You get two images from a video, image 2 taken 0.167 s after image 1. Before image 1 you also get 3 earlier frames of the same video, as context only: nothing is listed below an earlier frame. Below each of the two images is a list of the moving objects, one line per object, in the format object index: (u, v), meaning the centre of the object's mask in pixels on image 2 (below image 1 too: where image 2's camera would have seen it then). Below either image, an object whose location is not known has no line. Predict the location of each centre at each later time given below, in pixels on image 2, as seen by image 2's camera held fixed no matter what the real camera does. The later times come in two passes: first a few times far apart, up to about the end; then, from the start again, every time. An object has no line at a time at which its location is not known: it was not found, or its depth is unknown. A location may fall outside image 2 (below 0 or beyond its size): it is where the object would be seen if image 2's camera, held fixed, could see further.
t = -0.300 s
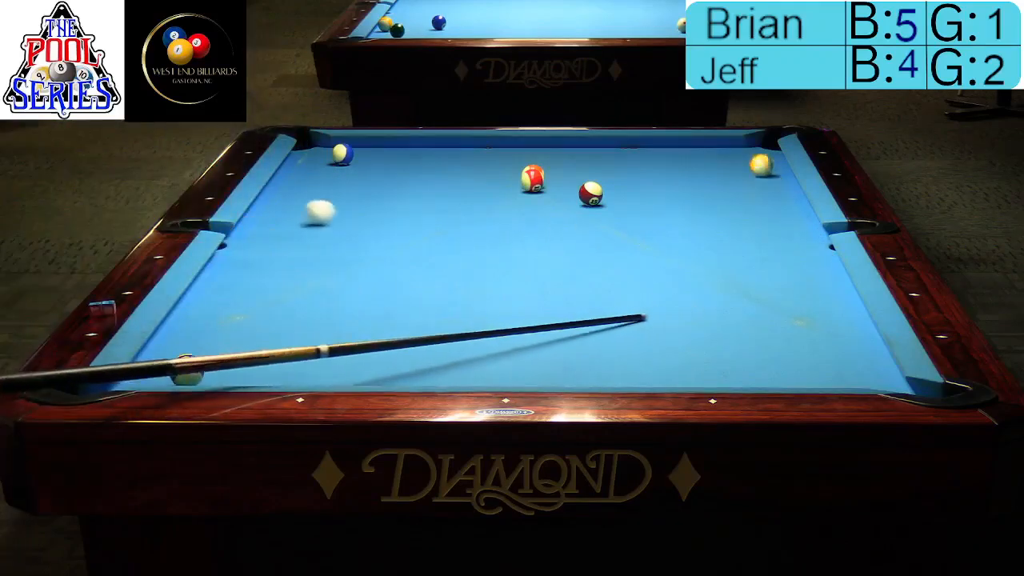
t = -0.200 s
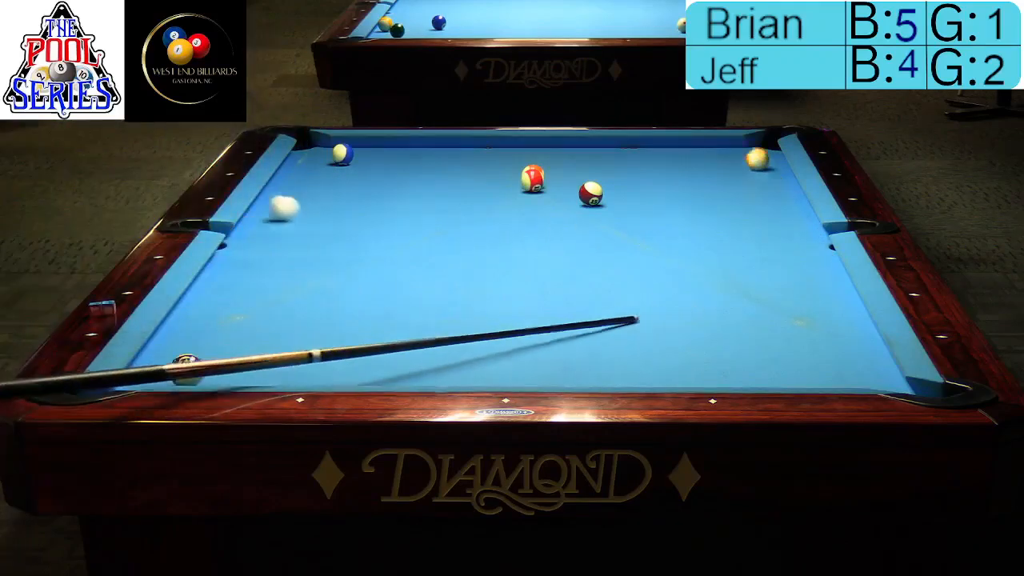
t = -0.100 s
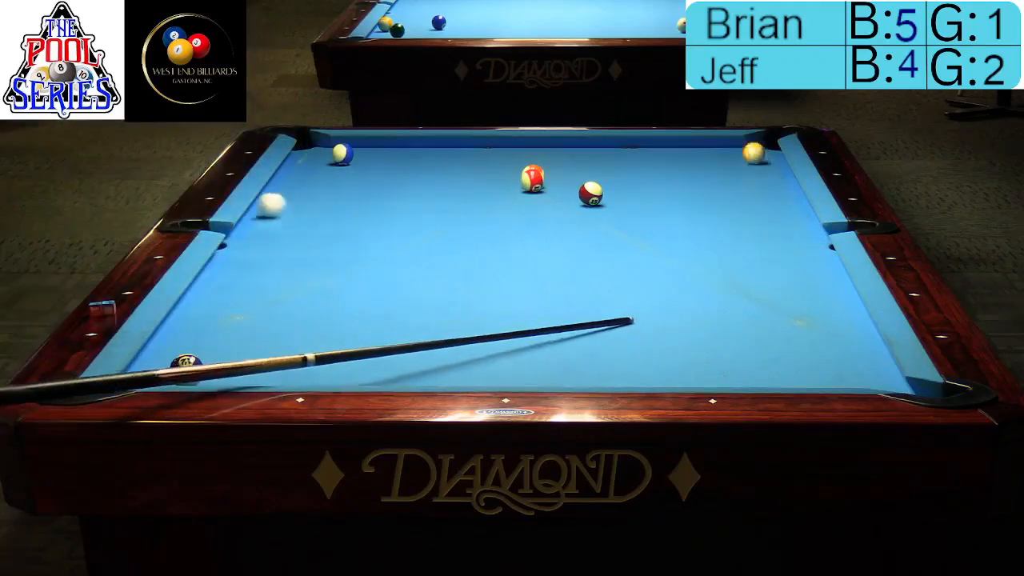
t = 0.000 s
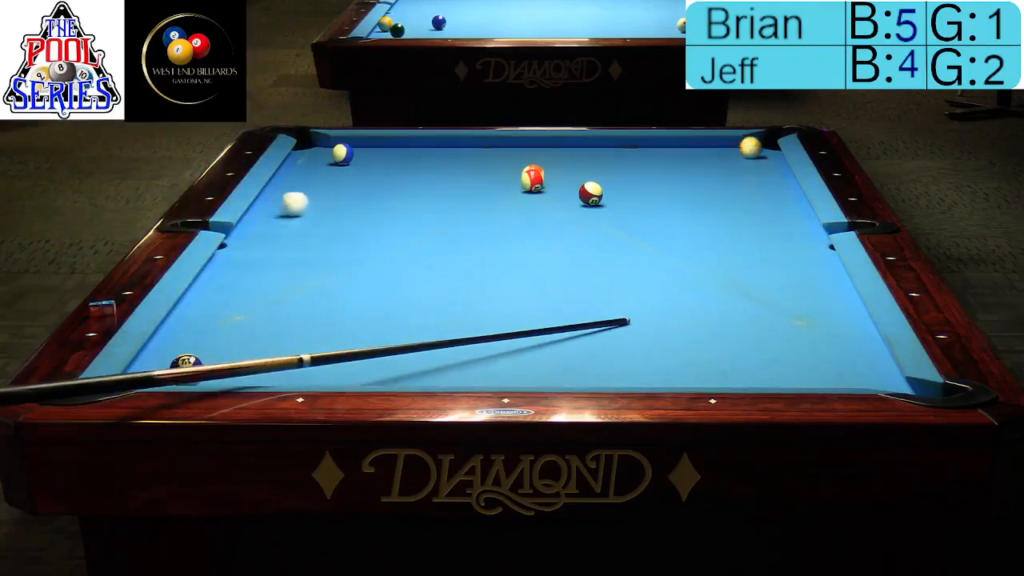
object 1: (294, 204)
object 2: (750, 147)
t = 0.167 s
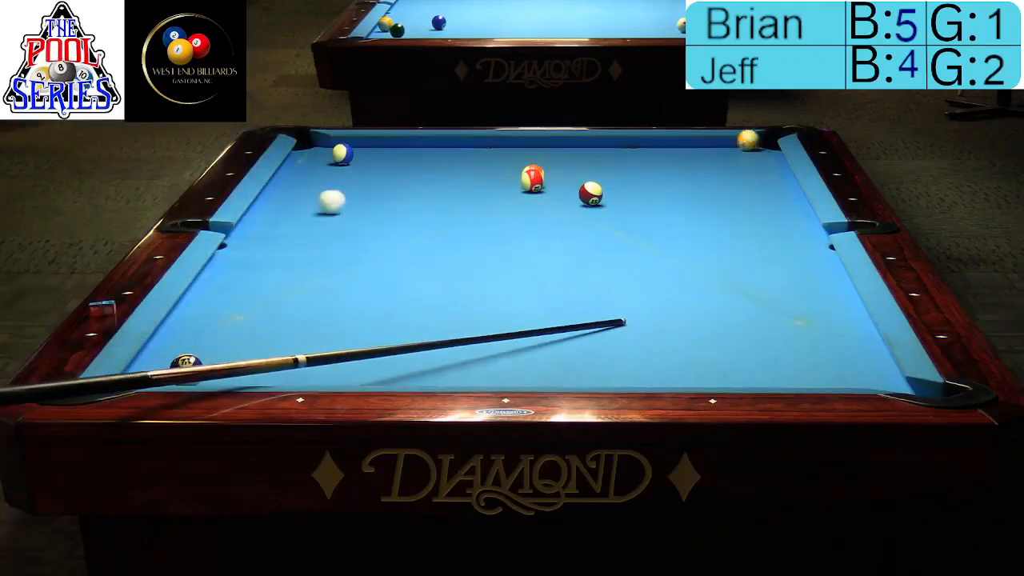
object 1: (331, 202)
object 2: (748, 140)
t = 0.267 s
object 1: (353, 201)
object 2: (758, 142)
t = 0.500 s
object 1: (401, 198)
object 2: (762, 146)
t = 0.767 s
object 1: (453, 195)
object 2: (752, 150)
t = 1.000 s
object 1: (496, 193)
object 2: (743, 153)
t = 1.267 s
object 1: (542, 191)
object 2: (733, 156)
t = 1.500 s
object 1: (576, 187)
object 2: (726, 158)
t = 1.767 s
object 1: (620, 186)
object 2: (720, 160)
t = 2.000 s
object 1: (652, 185)
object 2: (714, 162)
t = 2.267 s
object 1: (686, 183)
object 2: (709, 164)
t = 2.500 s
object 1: (714, 181)
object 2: (705, 164)
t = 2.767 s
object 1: (743, 179)
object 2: (703, 166)
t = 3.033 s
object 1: (769, 178)
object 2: (702, 167)
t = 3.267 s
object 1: (779, 177)
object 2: (701, 167)
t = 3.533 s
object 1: (765, 177)
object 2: (701, 167)
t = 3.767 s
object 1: (754, 176)
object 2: (701, 167)
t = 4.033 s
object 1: (745, 176)
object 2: (701, 167)
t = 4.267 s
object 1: (740, 176)
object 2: (701, 167)
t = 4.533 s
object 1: (735, 176)
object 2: (701, 167)
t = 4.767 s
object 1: (734, 175)
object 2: (701, 167)
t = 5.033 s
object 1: (734, 175)
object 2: (701, 167)
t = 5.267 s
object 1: (734, 176)
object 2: (701, 167)
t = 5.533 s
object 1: (734, 176)
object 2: (701, 167)
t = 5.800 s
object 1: (735, 176)
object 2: (701, 167)
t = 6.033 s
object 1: (734, 176)
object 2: (701, 167)
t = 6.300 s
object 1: (734, 176)
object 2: (701, 167)
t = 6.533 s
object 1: (734, 176)
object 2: (701, 167)
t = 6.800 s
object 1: (734, 176)
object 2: (701, 167)
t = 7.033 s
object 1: (734, 176)
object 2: (701, 167)
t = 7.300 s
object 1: (734, 176)
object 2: (701, 167)
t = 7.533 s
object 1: (734, 176)
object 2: (701, 167)
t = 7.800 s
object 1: (734, 176)
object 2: (701, 167)
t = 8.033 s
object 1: (734, 176)
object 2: (701, 167)
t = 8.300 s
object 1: (734, 176)
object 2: (701, 167)
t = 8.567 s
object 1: (734, 176)
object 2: (701, 167)
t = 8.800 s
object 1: (734, 176)
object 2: (701, 167)
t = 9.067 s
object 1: (734, 176)
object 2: (701, 167)
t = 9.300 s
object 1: (734, 176)
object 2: (701, 167)
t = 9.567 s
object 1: (734, 176)
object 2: (701, 167)
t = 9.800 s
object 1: (734, 176)
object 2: (701, 167)
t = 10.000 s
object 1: (734, 176)
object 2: (701, 167)
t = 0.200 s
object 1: (339, 201)
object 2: (752, 141)
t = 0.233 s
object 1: (346, 201)
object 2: (755, 141)
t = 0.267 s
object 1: (353, 201)
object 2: (758, 142)
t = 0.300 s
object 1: (360, 200)
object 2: (761, 143)
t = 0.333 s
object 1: (367, 200)
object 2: (764, 144)
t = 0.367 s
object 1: (374, 200)
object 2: (766, 145)
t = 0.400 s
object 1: (381, 199)
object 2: (766, 145)
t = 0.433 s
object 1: (388, 199)
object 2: (764, 146)
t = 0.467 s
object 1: (394, 199)
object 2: (763, 146)
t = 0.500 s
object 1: (401, 198)
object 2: (762, 146)
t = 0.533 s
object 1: (408, 198)
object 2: (760, 147)
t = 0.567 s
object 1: (415, 197)
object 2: (759, 147)
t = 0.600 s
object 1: (421, 197)
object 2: (758, 148)
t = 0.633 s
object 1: (427, 197)
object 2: (757, 148)
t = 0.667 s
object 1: (434, 196)
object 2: (755, 149)
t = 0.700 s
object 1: (441, 196)
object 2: (754, 149)
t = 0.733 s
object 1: (447, 196)
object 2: (753, 150)
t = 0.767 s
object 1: (453, 195)
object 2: (752, 150)
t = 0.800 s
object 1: (460, 195)
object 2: (750, 150)
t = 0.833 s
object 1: (466, 195)
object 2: (749, 151)
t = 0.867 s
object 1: (472, 195)
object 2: (747, 151)
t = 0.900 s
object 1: (478, 194)
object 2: (746, 151)
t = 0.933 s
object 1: (484, 194)
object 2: (745, 152)
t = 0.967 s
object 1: (490, 193)
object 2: (744, 152)
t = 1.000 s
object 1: (496, 193)
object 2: (743, 153)
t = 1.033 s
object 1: (502, 193)
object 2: (742, 153)
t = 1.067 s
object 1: (507, 192)
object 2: (741, 154)
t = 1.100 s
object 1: (514, 192)
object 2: (739, 154)
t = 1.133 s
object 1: (519, 192)
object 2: (738, 154)
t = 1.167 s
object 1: (525, 192)
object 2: (737, 154)
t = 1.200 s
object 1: (531, 191)
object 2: (736, 155)
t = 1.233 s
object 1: (537, 191)
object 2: (734, 155)
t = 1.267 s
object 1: (542, 191)
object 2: (733, 156)
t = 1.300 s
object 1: (548, 190)
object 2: (732, 156)
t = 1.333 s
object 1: (554, 190)
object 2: (731, 156)
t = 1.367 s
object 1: (559, 190)
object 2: (731, 157)
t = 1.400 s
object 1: (564, 190)
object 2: (729, 157)
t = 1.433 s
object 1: (568, 189)
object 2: (728, 157)
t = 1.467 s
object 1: (572, 188)
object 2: (727, 158)
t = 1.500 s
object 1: (576, 187)
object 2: (726, 158)
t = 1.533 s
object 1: (580, 184)
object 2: (725, 158)
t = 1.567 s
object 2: (725, 158)
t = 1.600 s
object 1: (599, 182)
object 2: (723, 159)
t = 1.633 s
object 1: (604, 185)
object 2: (723, 159)
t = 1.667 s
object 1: (607, 186)
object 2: (722, 159)
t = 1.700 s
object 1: (611, 187)
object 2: (721, 160)
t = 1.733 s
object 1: (615, 186)
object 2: (720, 160)
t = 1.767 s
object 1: (620, 186)
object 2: (720, 160)
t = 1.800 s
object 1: (624, 186)
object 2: (719, 161)
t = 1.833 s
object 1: (629, 186)
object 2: (718, 161)
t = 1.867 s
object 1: (634, 185)
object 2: (717, 161)
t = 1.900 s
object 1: (639, 185)
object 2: (716, 161)
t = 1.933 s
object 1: (643, 185)
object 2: (716, 162)
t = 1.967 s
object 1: (647, 185)
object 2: (715, 162)
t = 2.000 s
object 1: (652, 185)
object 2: (714, 162)
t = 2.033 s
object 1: (656, 184)
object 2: (714, 162)
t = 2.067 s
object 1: (660, 184)
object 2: (713, 163)
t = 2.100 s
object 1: (665, 184)
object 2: (712, 163)
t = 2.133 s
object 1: (669, 184)
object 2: (712, 163)
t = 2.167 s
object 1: (673, 183)
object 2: (711, 163)
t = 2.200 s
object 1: (678, 183)
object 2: (711, 163)
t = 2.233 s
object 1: (682, 183)
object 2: (710, 164)
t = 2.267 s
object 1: (686, 183)
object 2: (709, 164)
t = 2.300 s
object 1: (690, 183)
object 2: (709, 164)
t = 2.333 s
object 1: (694, 182)
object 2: (709, 164)
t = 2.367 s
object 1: (698, 182)
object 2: (708, 164)
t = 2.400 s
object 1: (702, 182)
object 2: (707, 163)
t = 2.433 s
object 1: (706, 181)
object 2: (706, 163)
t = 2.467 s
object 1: (710, 181)
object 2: (706, 163)
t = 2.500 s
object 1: (714, 181)
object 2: (705, 164)
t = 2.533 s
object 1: (718, 181)
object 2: (705, 164)
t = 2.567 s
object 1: (722, 180)
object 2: (705, 165)
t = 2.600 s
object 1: (725, 181)
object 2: (704, 166)
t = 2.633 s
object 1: (729, 180)
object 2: (704, 166)
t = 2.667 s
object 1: (732, 180)
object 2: (704, 166)
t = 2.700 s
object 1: (736, 180)
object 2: (703, 166)
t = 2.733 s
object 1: (739, 180)
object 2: (703, 166)
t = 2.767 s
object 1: (743, 179)
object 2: (703, 166)
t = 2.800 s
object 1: (747, 179)
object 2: (703, 166)
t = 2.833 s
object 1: (750, 179)
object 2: (703, 166)
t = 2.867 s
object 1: (753, 179)
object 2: (703, 167)
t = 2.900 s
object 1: (756, 179)
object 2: (702, 167)
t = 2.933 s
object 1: (760, 179)
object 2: (702, 167)
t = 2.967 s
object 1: (763, 179)
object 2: (702, 167)
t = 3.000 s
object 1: (766, 178)
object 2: (702, 167)
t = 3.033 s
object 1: (769, 178)
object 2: (702, 167)
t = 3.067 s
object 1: (772, 178)
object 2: (702, 167)
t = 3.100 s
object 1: (775, 178)
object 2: (701, 167)
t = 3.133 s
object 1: (778, 178)
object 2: (701, 167)
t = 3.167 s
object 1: (781, 177)
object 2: (701, 167)
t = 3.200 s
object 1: (783, 177)
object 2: (701, 167)
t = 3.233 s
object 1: (781, 177)
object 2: (701, 167)
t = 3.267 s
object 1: (779, 177)
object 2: (701, 167)
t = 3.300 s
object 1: (777, 177)
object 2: (701, 167)
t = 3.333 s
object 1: (775, 177)
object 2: (701, 167)
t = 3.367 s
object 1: (773, 177)
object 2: (701, 167)
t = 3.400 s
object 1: (772, 177)
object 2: (701, 167)
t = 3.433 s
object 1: (770, 177)
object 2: (701, 167)
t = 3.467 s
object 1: (768, 177)
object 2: (701, 167)
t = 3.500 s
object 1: (767, 177)
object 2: (701, 167)
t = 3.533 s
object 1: (765, 177)
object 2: (701, 167)
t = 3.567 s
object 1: (763, 176)
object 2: (701, 167)
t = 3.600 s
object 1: (762, 176)
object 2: (701, 167)
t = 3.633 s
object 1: (760, 176)
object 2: (701, 167)
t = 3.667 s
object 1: (759, 176)
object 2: (701, 167)
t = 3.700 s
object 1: (757, 176)
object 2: (701, 167)
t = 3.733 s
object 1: (756, 176)
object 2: (701, 167)
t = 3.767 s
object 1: (754, 176)
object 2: (701, 167)
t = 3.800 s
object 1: (754, 176)
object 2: (701, 167)
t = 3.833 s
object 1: (752, 176)
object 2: (701, 167)
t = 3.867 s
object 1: (751, 176)
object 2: (701, 167)
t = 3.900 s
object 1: (749, 176)
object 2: (701, 167)
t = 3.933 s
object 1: (748, 176)
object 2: (701, 167)
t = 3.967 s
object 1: (747, 176)
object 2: (701, 167)
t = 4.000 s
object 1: (746, 176)
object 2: (701, 167)
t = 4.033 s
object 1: (745, 176)
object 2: (701, 167)
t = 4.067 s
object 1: (744, 176)
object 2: (701, 167)
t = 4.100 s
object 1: (743, 176)
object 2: (701, 167)
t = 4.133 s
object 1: (743, 176)
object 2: (701, 167)
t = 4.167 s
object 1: (742, 176)
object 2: (701, 167)
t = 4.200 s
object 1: (741, 176)
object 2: (701, 167)
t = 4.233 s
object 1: (740, 176)
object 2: (701, 167)
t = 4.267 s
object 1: (740, 176)
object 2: (701, 167)
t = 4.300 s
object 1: (739, 175)
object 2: (701, 167)
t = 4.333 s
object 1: (738, 176)
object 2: (701, 167)
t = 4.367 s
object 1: (738, 176)
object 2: (701, 167)
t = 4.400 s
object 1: (737, 176)
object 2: (701, 167)
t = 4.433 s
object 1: (737, 176)
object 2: (701, 167)
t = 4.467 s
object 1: (736, 176)
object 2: (701, 167)
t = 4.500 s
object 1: (736, 175)
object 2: (701, 167)
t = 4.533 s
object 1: (735, 176)
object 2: (701, 167)
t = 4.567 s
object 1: (735, 175)
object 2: (701, 167)
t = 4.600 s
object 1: (735, 175)
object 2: (701, 167)
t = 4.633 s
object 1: (734, 175)
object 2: (701, 167)
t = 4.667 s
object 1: (734, 175)
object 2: (701, 167)
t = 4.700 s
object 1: (734, 175)
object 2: (701, 167)
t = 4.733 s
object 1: (734, 176)
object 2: (701, 167)
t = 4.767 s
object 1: (734, 175)
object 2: (701, 167)
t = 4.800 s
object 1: (734, 175)
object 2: (701, 167)
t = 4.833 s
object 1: (734, 175)
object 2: (701, 167)
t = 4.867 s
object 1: (734, 175)
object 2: (701, 167)
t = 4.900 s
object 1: (734, 175)
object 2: (701, 167)
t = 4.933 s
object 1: (734, 175)
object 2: (701, 167)
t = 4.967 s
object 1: (734, 175)
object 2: (701, 167)
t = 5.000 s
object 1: (734, 175)
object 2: (701, 167)
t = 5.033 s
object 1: (734, 175)
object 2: (701, 167)
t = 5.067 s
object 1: (734, 176)
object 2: (701, 167)
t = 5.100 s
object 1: (735, 175)
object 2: (701, 167)
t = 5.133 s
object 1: (734, 176)
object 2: (701, 167)
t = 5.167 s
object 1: (734, 176)
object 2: (701, 167)
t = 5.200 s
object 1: (734, 176)
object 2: (701, 167)
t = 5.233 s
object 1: (734, 176)
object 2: (701, 167)
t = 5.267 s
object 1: (734, 176)
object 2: (701, 167)
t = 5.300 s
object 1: (734, 176)
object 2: (701, 167)
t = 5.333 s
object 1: (734, 176)
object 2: (701, 167)
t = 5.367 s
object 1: (734, 176)
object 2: (701, 167)
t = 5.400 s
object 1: (734, 176)
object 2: (701, 167)
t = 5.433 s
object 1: (734, 176)
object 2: (701, 167)
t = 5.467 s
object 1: (734, 176)
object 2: (701, 167)
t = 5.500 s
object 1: (734, 176)
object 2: (701, 167)
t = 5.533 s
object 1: (734, 176)
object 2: (701, 167)
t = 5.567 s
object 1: (734, 176)
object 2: (701, 167)
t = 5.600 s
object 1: (734, 176)
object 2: (701, 167)
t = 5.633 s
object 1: (734, 176)
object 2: (701, 167)
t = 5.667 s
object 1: (735, 176)
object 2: (701, 167)
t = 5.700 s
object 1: (734, 176)
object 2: (701, 167)
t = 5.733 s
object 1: (734, 176)
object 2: (701, 167)
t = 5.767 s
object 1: (734, 176)
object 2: (701, 167)
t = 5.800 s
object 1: (735, 176)
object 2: (701, 167)
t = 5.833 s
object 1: (734, 176)
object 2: (701, 167)
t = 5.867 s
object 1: (735, 176)
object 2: (701, 167)
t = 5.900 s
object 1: (734, 176)
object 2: (701, 167)
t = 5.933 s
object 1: (734, 176)
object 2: (701, 167)
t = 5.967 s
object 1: (735, 176)
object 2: (701, 167)
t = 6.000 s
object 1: (735, 176)
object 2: (701, 167)
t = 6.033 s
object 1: (734, 176)
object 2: (701, 167)
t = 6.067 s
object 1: (735, 176)
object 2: (701, 167)
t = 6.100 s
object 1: (734, 176)
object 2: (701, 167)
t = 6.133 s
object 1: (734, 176)
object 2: (701, 167)
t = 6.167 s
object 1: (735, 176)
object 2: (701, 167)
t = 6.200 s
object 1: (734, 176)
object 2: (701, 167)
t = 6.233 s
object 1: (734, 176)
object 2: (701, 167)
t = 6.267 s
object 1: (734, 176)
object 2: (701, 167)
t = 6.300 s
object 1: (734, 176)
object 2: (701, 167)
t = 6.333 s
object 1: (734, 176)
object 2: (701, 167)
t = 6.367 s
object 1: (735, 176)
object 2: (701, 167)
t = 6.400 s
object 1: (734, 176)
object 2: (701, 167)
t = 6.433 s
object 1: (734, 176)
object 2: (701, 167)
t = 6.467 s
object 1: (734, 176)
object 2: (701, 167)
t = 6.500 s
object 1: (734, 176)
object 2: (701, 167)
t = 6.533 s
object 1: (734, 176)
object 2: (701, 167)
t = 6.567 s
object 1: (734, 176)
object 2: (701, 167)
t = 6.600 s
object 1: (734, 176)
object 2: (701, 167)
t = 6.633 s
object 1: (734, 176)
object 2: (701, 167)
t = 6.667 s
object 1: (734, 176)
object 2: (701, 167)
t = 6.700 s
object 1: (734, 176)
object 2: (701, 167)
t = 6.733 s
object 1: (734, 176)
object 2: (701, 167)
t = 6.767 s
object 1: (734, 176)
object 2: (701, 167)
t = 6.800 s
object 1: (734, 176)
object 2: (701, 167)
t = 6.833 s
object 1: (734, 176)
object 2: (701, 167)
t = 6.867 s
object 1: (734, 176)
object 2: (701, 167)
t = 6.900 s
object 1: (734, 176)
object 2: (701, 167)
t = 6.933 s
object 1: (734, 176)
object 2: (701, 167)
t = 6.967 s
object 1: (734, 176)
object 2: (701, 167)
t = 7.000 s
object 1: (734, 176)
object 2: (701, 167)
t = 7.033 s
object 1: (734, 176)
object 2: (701, 167)
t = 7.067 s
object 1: (734, 176)
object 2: (701, 167)
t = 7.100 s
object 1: (734, 176)
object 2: (701, 167)
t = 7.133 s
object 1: (734, 176)
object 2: (701, 167)
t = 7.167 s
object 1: (734, 176)
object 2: (701, 167)
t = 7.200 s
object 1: (734, 176)
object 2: (701, 167)
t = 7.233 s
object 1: (734, 176)
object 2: (701, 167)
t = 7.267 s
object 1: (734, 176)
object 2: (701, 167)
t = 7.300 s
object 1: (734, 176)
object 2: (701, 167)
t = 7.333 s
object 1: (734, 176)
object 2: (701, 167)
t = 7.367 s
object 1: (734, 176)
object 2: (701, 167)
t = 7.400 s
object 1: (734, 176)
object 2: (701, 167)
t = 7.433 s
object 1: (734, 176)
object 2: (701, 167)
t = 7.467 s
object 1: (734, 176)
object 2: (701, 167)
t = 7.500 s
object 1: (734, 176)
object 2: (701, 167)
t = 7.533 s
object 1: (734, 176)
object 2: (701, 167)
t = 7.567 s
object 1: (734, 176)
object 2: (701, 167)
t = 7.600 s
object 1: (734, 176)
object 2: (701, 167)
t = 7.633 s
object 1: (734, 176)
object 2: (701, 167)
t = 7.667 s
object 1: (734, 176)
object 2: (701, 167)
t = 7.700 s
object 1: (734, 176)
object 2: (701, 167)
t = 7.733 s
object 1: (734, 176)
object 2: (701, 167)
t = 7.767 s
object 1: (734, 176)
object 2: (701, 167)
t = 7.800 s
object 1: (734, 176)
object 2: (701, 167)
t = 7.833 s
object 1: (734, 176)
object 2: (701, 167)
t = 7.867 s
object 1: (734, 176)
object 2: (701, 167)
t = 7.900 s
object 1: (734, 176)
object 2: (701, 167)
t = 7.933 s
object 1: (734, 176)
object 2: (701, 167)
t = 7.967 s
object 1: (734, 176)
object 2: (701, 167)
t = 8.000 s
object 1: (734, 176)
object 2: (701, 167)
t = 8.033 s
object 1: (734, 176)
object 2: (701, 167)
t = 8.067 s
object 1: (734, 176)
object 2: (701, 167)
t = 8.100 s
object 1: (734, 176)
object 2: (701, 167)
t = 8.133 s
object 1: (734, 176)
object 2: (701, 167)
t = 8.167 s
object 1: (734, 176)
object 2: (701, 167)
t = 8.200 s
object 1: (734, 176)
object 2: (701, 167)
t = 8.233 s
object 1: (734, 176)
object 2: (701, 167)
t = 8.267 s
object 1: (734, 176)
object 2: (701, 167)
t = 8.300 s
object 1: (734, 176)
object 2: (701, 167)
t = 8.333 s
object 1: (734, 176)
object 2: (701, 167)
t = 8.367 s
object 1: (734, 176)
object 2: (701, 167)
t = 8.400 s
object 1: (734, 176)
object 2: (701, 167)
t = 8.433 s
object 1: (734, 176)
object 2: (701, 167)
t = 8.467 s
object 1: (734, 176)
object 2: (701, 167)
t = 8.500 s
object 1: (734, 176)
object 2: (701, 167)
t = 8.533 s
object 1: (734, 176)
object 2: (701, 167)
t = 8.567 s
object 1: (734, 176)
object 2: (701, 167)
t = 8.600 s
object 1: (734, 176)
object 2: (701, 167)
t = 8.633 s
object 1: (734, 176)
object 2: (701, 167)
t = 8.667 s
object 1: (734, 176)
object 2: (701, 167)
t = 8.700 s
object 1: (734, 176)
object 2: (701, 167)
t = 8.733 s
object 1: (734, 176)
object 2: (701, 167)
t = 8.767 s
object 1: (734, 176)
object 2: (701, 167)
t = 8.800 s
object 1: (734, 176)
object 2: (701, 167)
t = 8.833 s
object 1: (734, 176)
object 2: (701, 167)
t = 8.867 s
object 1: (734, 176)
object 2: (701, 167)
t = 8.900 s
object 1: (734, 176)
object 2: (701, 167)
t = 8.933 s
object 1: (734, 176)
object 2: (701, 167)
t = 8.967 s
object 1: (734, 176)
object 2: (701, 167)
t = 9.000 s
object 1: (734, 176)
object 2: (701, 167)
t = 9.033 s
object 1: (734, 176)
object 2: (701, 167)
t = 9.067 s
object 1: (734, 176)
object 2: (701, 167)
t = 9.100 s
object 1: (734, 176)
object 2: (701, 167)
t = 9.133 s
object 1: (734, 176)
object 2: (701, 167)
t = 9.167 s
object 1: (734, 176)
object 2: (701, 167)
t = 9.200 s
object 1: (734, 176)
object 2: (701, 167)
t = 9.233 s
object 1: (734, 176)
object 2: (701, 167)
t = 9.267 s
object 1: (734, 176)
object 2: (701, 167)
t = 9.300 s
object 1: (734, 176)
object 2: (701, 167)
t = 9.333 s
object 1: (734, 176)
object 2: (701, 167)
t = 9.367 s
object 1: (734, 176)
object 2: (701, 167)
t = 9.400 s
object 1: (734, 176)
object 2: (701, 167)
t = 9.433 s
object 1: (734, 176)
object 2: (701, 167)
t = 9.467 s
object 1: (734, 176)
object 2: (701, 167)
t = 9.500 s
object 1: (734, 176)
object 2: (701, 167)
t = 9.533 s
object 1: (734, 176)
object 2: (701, 167)
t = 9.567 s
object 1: (734, 176)
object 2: (701, 167)
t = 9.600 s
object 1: (734, 176)
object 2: (701, 167)
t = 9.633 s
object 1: (734, 176)
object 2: (701, 167)
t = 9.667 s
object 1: (734, 176)
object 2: (701, 167)
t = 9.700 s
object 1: (734, 176)
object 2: (701, 167)
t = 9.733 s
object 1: (734, 176)
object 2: (701, 167)
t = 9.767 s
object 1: (734, 176)
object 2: (701, 167)
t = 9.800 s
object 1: (734, 176)
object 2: (701, 167)
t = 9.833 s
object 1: (734, 176)
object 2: (701, 167)
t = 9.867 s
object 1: (734, 176)
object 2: (701, 167)
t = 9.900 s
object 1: (734, 176)
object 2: (701, 167)
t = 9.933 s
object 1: (734, 176)
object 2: (701, 167)
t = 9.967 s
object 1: (734, 176)
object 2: (701, 167)
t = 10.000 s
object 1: (734, 176)
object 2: (701, 167)
